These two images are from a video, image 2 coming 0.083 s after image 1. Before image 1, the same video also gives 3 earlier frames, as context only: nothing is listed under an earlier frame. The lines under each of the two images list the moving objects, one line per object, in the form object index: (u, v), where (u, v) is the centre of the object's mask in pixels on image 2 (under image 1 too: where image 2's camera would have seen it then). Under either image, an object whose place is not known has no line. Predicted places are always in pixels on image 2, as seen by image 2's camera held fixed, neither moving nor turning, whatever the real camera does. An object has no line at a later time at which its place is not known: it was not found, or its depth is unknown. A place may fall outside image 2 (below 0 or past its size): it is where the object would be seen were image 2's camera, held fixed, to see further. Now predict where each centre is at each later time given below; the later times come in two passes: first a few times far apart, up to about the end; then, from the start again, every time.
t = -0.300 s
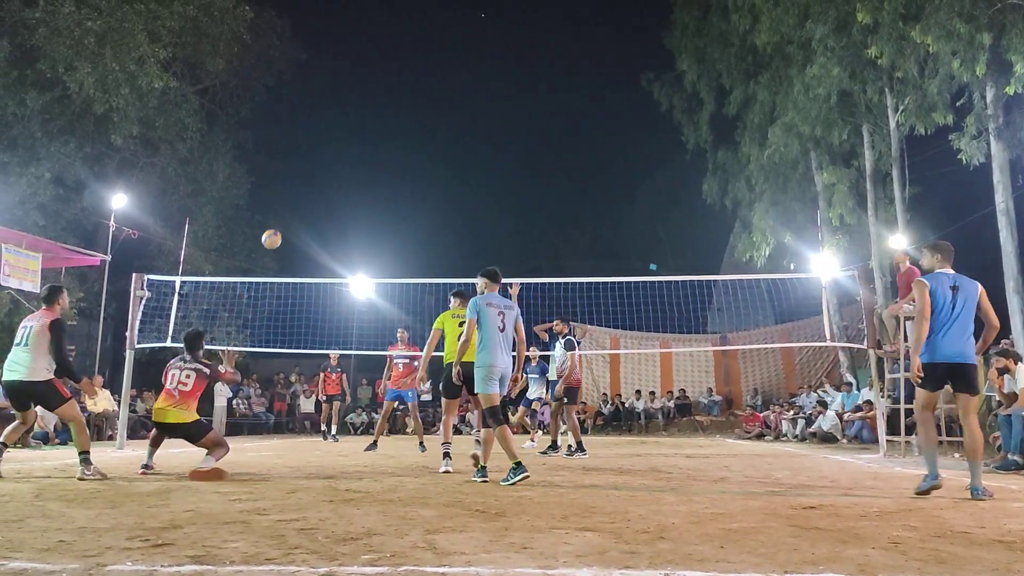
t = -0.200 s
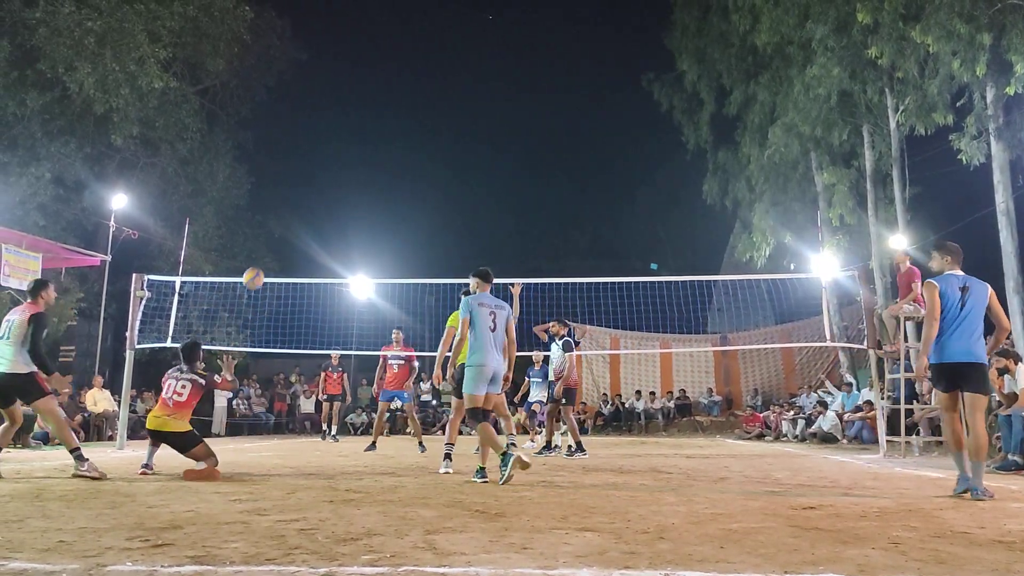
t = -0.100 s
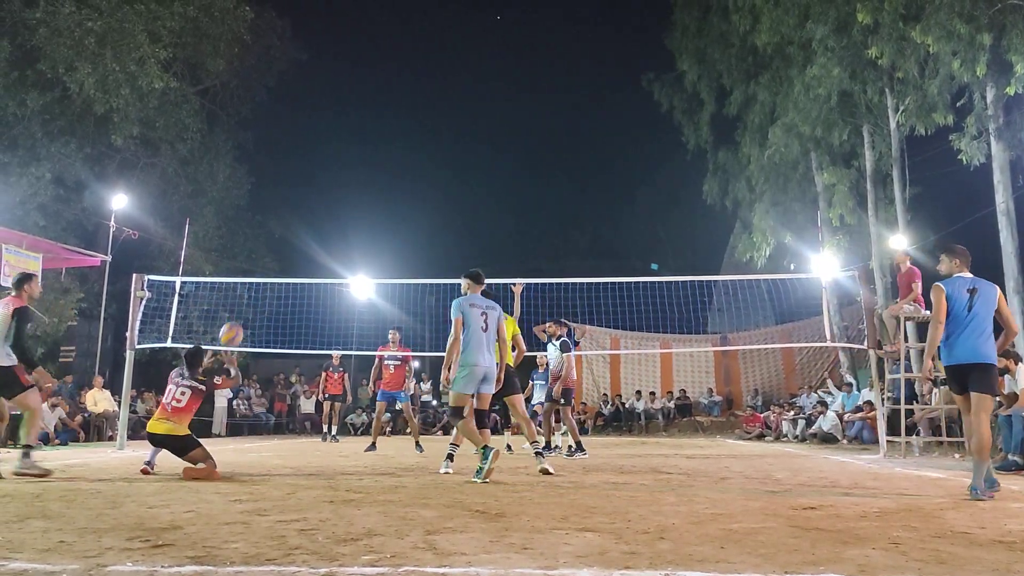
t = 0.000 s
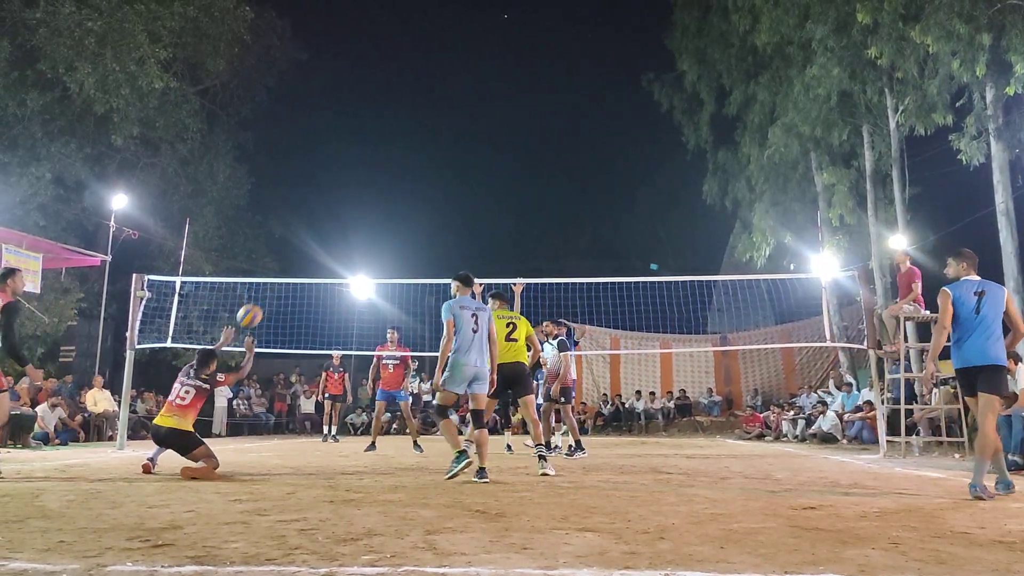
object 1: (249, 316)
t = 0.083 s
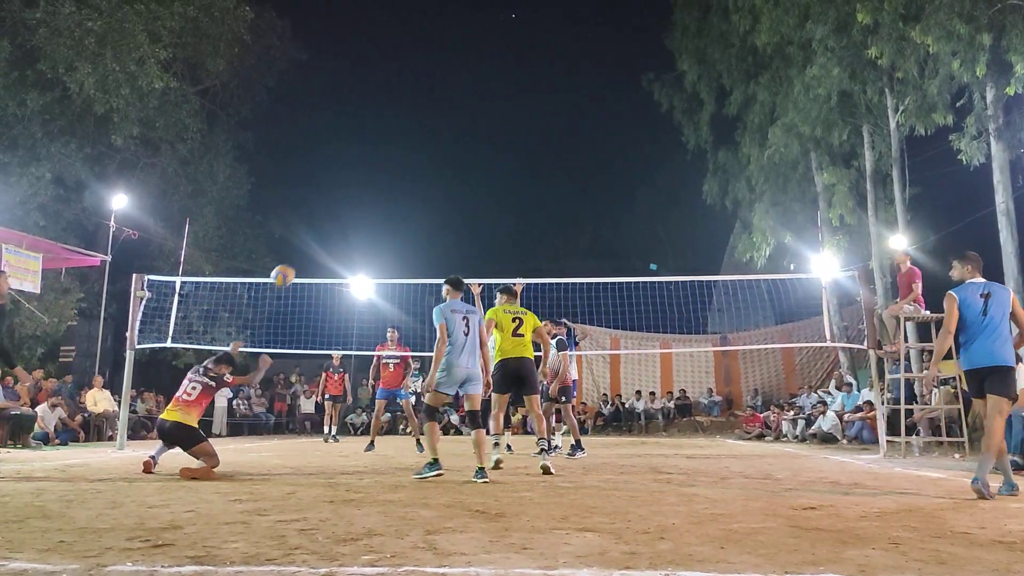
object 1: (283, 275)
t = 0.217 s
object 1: (331, 230)
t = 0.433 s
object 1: (398, 195)
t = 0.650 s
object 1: (455, 201)
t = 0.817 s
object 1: (494, 230)
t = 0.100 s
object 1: (289, 268)
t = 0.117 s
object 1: (295, 262)
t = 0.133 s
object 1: (302, 256)
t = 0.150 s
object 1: (307, 250)
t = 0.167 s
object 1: (313, 245)
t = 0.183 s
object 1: (319, 239)
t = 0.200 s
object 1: (325, 234)
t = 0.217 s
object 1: (331, 230)
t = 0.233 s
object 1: (336, 225)
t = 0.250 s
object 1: (342, 221)
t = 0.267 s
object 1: (347, 218)
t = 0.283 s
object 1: (353, 214)
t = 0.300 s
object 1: (358, 211)
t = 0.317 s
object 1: (363, 208)
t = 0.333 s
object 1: (369, 206)
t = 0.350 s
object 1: (374, 203)
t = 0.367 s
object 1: (379, 201)
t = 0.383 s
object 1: (384, 199)
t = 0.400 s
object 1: (388, 198)
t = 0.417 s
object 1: (393, 196)
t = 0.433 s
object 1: (398, 195)
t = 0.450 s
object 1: (403, 194)
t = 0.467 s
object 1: (407, 194)
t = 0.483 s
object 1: (412, 193)
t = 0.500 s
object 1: (417, 193)
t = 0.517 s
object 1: (421, 193)
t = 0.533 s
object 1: (425, 193)
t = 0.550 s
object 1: (430, 194)
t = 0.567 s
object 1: (434, 194)
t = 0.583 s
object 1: (438, 195)
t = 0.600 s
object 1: (442, 197)
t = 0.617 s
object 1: (447, 198)
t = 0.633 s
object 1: (451, 199)
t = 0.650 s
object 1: (455, 201)
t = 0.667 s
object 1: (459, 203)
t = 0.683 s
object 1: (463, 205)
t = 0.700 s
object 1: (467, 208)
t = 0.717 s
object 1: (471, 210)
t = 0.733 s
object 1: (475, 213)
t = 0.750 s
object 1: (479, 216)
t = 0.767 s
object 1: (482, 219)
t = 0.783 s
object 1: (486, 223)
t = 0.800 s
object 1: (490, 226)
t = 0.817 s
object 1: (494, 230)
